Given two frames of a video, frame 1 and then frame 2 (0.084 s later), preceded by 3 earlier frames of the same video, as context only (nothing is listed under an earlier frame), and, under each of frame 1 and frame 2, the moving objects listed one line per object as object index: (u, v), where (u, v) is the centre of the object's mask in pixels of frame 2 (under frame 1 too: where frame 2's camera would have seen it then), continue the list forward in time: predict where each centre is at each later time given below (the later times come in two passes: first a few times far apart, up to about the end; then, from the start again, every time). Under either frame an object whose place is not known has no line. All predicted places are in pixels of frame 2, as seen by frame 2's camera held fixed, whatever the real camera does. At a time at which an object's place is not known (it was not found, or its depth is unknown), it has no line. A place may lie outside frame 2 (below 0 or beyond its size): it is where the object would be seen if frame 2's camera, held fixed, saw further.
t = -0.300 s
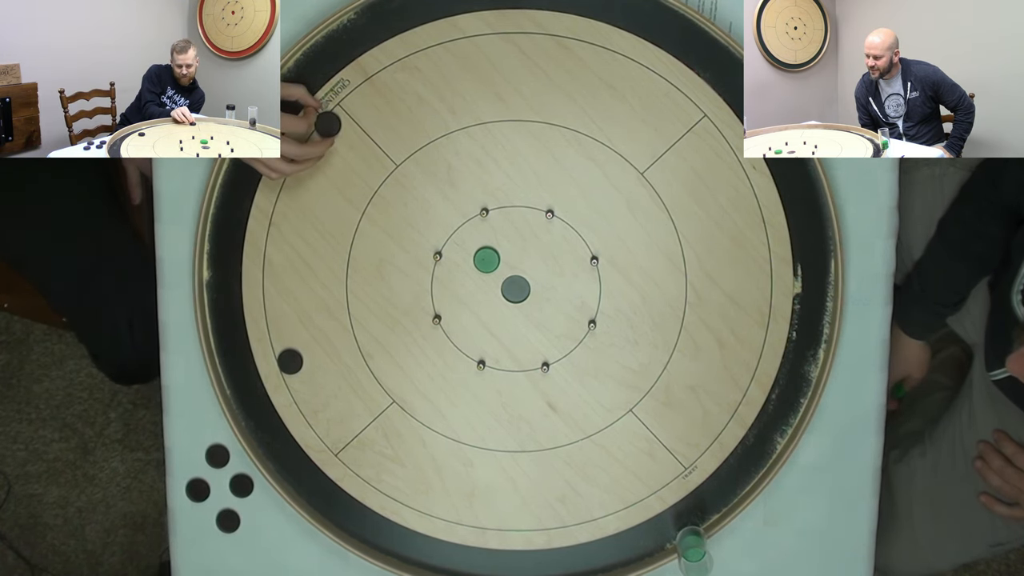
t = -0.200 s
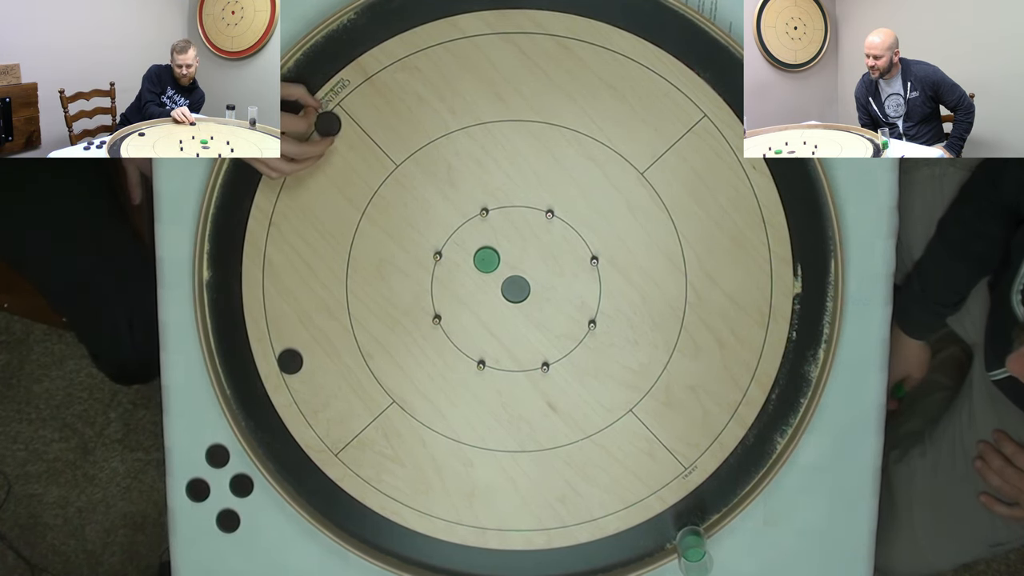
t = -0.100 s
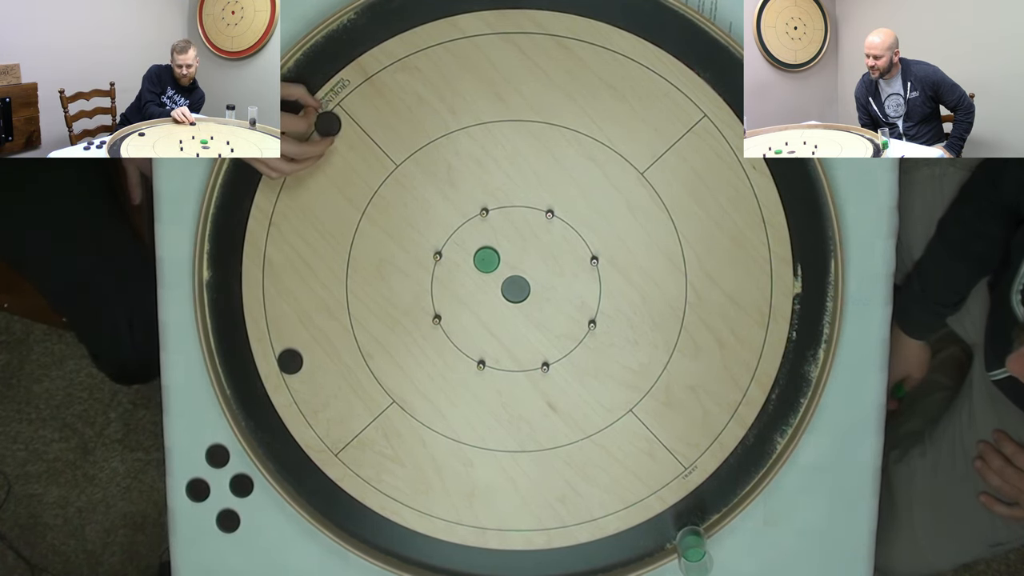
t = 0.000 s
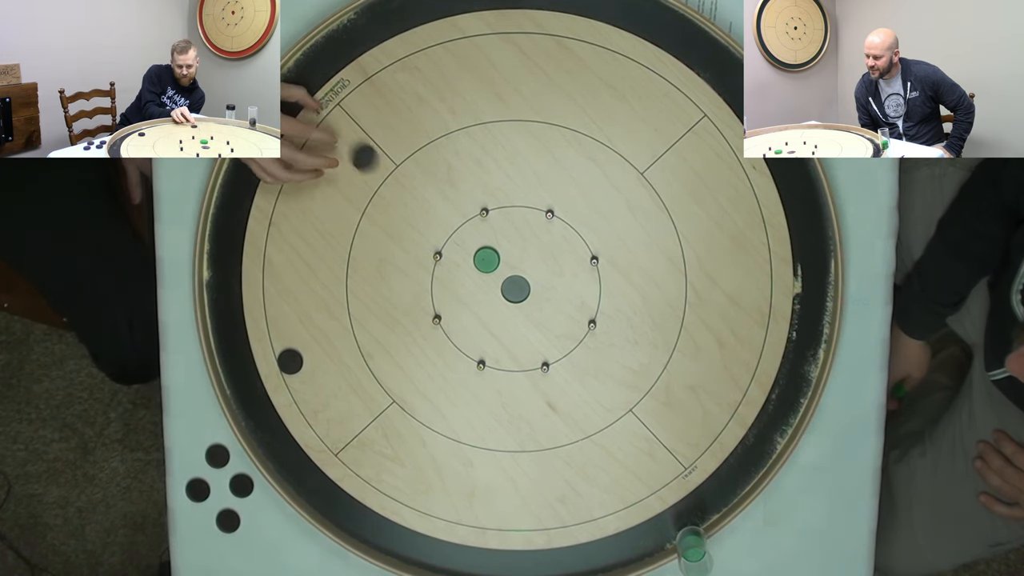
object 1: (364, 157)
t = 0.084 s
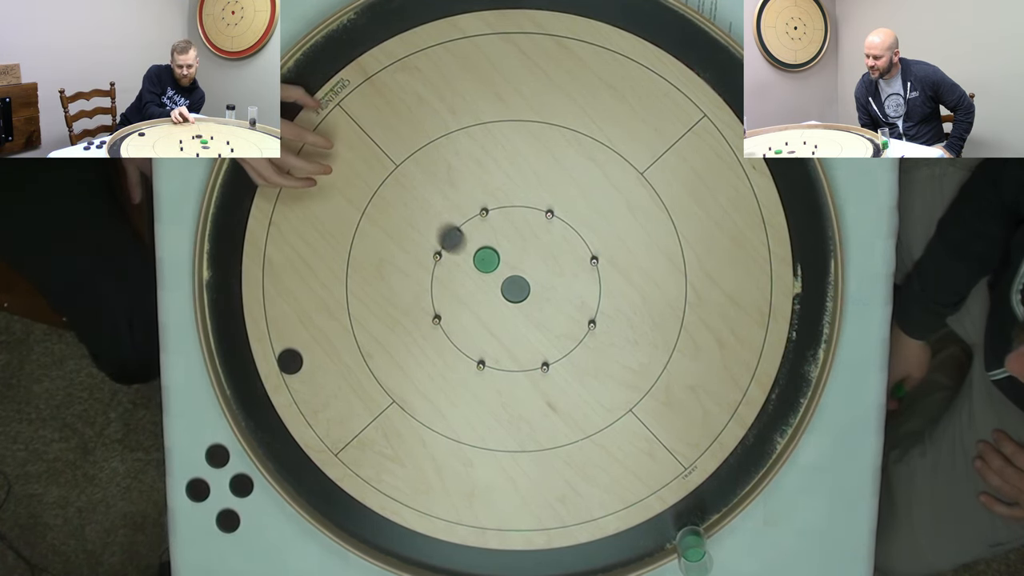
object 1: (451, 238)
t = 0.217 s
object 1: (463, 289)
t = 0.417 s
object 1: (463, 333)
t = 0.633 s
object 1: (464, 345)
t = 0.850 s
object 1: (466, 346)
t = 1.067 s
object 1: (466, 346)
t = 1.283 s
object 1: (466, 346)
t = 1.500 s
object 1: (465, 346)
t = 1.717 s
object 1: (466, 346)
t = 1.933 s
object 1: (465, 346)
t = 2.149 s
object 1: (465, 346)
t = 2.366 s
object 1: (465, 346)
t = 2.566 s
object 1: (466, 346)
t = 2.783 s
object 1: (465, 346)
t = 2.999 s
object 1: (466, 346)
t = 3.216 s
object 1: (466, 346)
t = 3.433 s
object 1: (466, 346)
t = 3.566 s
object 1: (466, 346)
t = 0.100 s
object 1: (462, 251)
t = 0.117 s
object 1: (462, 257)
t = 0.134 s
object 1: (462, 263)
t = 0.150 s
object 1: (462, 269)
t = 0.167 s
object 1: (463, 274)
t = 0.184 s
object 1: (463, 279)
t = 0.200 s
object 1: (463, 285)
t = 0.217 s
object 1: (463, 289)
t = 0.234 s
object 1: (463, 294)
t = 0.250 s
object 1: (463, 299)
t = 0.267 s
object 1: (463, 303)
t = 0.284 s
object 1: (463, 307)
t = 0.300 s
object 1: (463, 311)
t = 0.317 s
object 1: (463, 314)
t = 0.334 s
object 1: (463, 317)
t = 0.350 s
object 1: (463, 321)
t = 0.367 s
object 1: (463, 326)
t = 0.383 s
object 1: (463, 329)
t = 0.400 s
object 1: (463, 331)
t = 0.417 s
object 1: (463, 333)
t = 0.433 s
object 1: (463, 335)
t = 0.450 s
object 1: (463, 337)
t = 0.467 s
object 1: (463, 338)
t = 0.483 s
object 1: (463, 340)
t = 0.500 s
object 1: (463, 341)
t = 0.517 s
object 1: (463, 342)
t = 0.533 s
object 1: (463, 343)
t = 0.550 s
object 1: (463, 343)
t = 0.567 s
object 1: (463, 344)
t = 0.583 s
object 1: (464, 345)
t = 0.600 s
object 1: (464, 345)
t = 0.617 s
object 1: (464, 345)
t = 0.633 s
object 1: (464, 345)
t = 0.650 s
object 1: (465, 346)
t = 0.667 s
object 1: (465, 346)
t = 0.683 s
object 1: (465, 346)
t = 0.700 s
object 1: (465, 346)
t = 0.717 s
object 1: (465, 346)
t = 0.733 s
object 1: (465, 346)
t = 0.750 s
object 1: (465, 346)
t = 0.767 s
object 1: (465, 346)
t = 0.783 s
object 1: (466, 346)
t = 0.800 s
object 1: (466, 346)
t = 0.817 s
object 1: (466, 346)
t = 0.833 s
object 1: (466, 346)
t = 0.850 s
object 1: (466, 346)
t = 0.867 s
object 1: (466, 346)
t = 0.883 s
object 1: (466, 346)
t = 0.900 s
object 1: (466, 346)
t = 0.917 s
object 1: (466, 346)
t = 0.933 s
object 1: (466, 346)
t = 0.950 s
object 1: (466, 346)
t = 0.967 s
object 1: (465, 346)
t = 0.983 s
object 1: (466, 346)
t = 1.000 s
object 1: (465, 346)
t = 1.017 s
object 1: (465, 346)
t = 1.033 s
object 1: (466, 346)
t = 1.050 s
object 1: (466, 346)
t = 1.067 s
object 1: (466, 346)
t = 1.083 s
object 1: (466, 346)
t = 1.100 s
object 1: (466, 346)
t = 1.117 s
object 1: (466, 346)
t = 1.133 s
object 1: (466, 346)
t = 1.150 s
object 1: (465, 346)
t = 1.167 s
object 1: (466, 346)
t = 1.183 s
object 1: (465, 346)
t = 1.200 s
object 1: (466, 346)
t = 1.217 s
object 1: (466, 346)
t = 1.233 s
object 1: (466, 346)
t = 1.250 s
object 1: (466, 346)
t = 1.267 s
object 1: (466, 346)
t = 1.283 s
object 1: (466, 346)
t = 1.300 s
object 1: (466, 346)
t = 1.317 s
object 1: (466, 346)
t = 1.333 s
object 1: (466, 346)
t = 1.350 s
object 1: (466, 346)
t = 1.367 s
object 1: (466, 346)
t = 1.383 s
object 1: (465, 346)
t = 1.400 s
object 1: (466, 346)
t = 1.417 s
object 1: (466, 346)
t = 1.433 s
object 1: (466, 346)
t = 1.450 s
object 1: (466, 346)
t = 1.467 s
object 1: (466, 346)
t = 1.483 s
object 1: (466, 346)
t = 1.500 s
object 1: (465, 346)
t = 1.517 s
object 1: (466, 346)
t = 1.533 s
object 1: (466, 346)
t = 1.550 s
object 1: (465, 346)
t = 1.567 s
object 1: (466, 346)
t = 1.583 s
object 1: (465, 346)
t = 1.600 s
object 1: (466, 346)
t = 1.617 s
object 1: (465, 346)
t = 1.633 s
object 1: (465, 346)
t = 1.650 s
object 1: (466, 346)
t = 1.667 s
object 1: (465, 346)
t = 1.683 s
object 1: (466, 346)
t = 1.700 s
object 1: (466, 346)
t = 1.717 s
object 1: (466, 346)
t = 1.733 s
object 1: (466, 346)
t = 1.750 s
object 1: (465, 346)
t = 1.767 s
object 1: (466, 346)
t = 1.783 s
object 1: (465, 346)
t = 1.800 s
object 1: (465, 346)
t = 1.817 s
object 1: (466, 346)
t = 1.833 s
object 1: (466, 346)
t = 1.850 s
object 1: (466, 346)
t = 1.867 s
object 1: (466, 346)
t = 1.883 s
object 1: (466, 346)
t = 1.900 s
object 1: (465, 346)
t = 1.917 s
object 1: (466, 346)
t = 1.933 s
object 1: (465, 346)
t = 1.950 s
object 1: (466, 346)
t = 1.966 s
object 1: (466, 346)
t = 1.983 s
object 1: (466, 346)
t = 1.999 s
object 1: (466, 346)
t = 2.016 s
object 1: (465, 346)
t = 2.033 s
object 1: (466, 346)
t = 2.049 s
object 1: (466, 346)
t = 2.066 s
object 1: (466, 346)
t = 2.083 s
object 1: (466, 346)
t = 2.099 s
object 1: (466, 346)
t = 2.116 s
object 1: (466, 346)
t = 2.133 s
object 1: (465, 346)
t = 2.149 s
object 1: (465, 346)
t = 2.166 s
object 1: (465, 346)
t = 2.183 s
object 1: (465, 346)
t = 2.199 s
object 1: (465, 346)
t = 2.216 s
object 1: (466, 346)
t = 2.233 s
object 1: (466, 346)
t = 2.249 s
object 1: (466, 346)
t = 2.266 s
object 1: (466, 346)
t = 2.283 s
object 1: (466, 346)
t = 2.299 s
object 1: (466, 346)
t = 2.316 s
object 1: (466, 346)
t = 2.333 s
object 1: (466, 346)
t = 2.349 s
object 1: (466, 346)
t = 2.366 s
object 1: (465, 346)
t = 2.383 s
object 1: (466, 346)
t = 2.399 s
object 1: (465, 346)
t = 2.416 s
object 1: (466, 346)
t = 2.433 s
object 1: (466, 346)
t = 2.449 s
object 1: (466, 346)
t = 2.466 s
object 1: (466, 346)
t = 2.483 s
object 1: (466, 346)
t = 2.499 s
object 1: (466, 346)
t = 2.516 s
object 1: (465, 346)
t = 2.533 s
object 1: (465, 346)
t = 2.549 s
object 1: (466, 346)
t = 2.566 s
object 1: (466, 346)
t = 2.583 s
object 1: (466, 346)
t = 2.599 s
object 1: (466, 346)
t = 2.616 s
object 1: (466, 346)
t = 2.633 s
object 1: (466, 346)
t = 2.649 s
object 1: (465, 346)
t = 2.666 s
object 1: (465, 346)
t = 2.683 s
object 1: (466, 346)
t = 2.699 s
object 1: (466, 346)
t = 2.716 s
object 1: (466, 346)
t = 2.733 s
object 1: (466, 346)
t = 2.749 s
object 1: (466, 346)
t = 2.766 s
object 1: (466, 346)
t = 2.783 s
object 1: (465, 346)
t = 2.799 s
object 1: (465, 346)
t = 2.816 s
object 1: (466, 346)
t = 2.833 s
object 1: (466, 346)
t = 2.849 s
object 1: (466, 346)
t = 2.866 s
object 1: (466, 346)
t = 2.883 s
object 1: (466, 346)
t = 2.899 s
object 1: (465, 346)
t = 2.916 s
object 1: (466, 346)
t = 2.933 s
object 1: (465, 346)
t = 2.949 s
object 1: (465, 346)
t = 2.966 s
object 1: (466, 346)
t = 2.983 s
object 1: (466, 346)
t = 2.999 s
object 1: (466, 346)
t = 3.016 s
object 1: (466, 346)
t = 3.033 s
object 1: (466, 346)
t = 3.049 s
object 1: (466, 346)
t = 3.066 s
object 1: (465, 346)
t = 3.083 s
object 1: (466, 346)
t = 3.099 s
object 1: (466, 346)
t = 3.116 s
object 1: (466, 346)
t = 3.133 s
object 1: (466, 346)
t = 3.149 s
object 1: (466, 346)
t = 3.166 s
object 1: (466, 346)
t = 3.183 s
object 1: (465, 346)
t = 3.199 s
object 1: (466, 346)
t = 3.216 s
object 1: (466, 346)
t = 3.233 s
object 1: (465, 346)
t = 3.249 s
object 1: (466, 346)
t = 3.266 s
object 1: (466, 346)
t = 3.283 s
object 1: (466, 346)
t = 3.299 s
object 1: (465, 346)
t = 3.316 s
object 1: (465, 346)
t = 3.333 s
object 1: (465, 346)
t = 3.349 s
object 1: (465, 346)
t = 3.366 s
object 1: (466, 346)
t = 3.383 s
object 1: (466, 346)
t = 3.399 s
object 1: (466, 346)
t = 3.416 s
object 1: (466, 346)
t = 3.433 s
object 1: (466, 346)
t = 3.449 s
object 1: (466, 346)
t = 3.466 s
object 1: (465, 346)
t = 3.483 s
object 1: (465, 346)
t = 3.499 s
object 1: (466, 346)
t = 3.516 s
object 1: (466, 346)
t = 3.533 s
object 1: (466, 346)
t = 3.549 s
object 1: (466, 346)
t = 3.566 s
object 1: (466, 346)
